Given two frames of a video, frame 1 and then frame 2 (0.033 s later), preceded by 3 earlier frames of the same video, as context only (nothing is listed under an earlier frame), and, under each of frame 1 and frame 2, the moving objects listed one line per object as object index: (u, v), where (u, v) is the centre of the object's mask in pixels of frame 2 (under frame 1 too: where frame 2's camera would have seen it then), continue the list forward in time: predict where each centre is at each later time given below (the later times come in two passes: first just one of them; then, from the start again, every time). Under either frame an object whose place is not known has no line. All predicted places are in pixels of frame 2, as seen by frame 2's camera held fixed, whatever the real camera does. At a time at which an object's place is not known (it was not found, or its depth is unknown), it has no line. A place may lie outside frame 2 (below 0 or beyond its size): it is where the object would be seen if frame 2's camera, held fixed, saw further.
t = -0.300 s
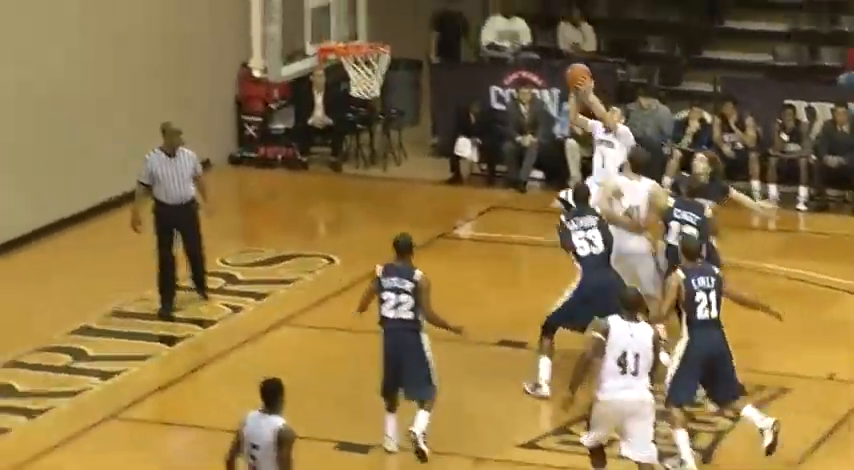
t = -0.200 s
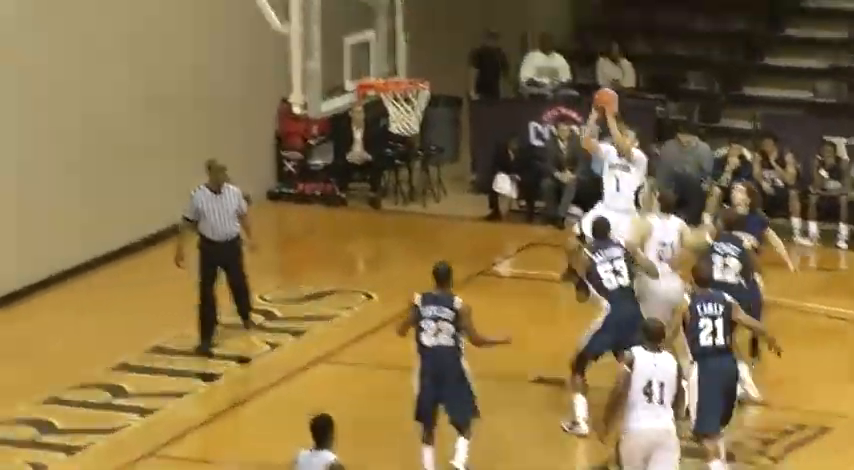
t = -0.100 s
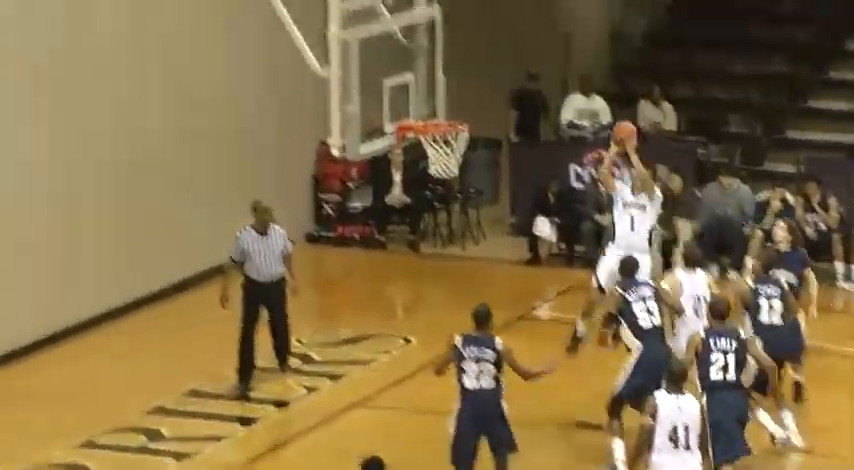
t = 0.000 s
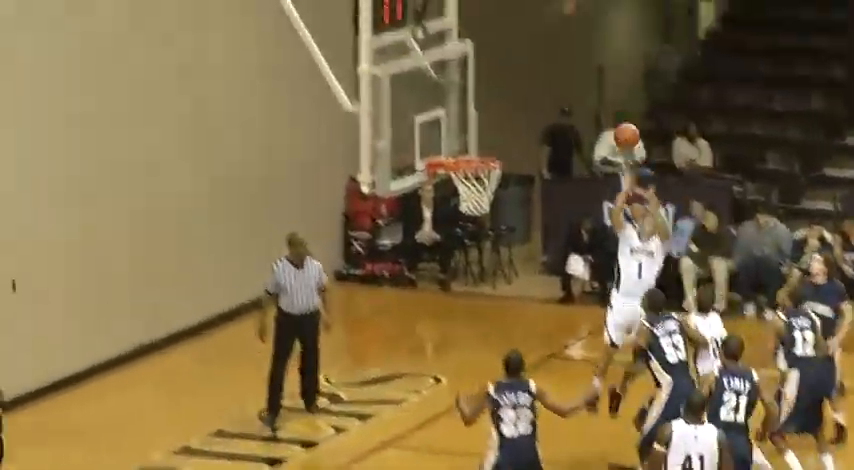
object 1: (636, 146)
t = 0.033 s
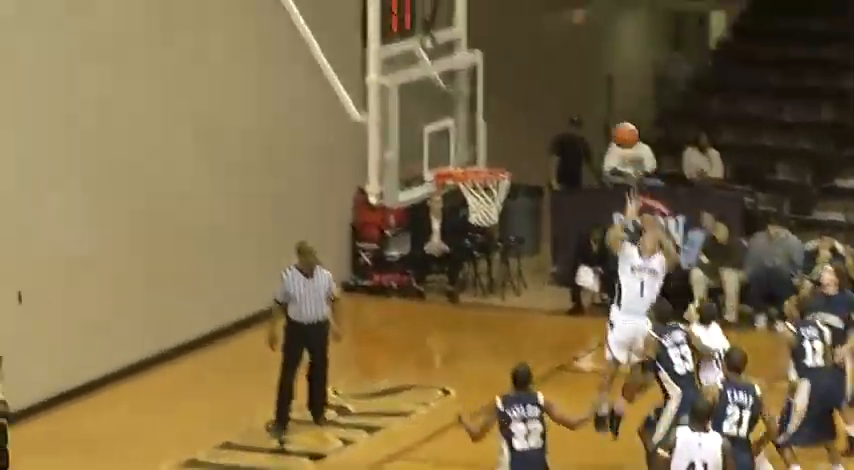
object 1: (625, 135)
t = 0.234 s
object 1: (554, 94)
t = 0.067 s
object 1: (613, 125)
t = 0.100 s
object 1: (602, 116)
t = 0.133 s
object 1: (589, 110)
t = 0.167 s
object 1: (578, 104)
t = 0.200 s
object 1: (567, 98)
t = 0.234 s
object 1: (554, 94)
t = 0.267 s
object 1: (543, 91)
